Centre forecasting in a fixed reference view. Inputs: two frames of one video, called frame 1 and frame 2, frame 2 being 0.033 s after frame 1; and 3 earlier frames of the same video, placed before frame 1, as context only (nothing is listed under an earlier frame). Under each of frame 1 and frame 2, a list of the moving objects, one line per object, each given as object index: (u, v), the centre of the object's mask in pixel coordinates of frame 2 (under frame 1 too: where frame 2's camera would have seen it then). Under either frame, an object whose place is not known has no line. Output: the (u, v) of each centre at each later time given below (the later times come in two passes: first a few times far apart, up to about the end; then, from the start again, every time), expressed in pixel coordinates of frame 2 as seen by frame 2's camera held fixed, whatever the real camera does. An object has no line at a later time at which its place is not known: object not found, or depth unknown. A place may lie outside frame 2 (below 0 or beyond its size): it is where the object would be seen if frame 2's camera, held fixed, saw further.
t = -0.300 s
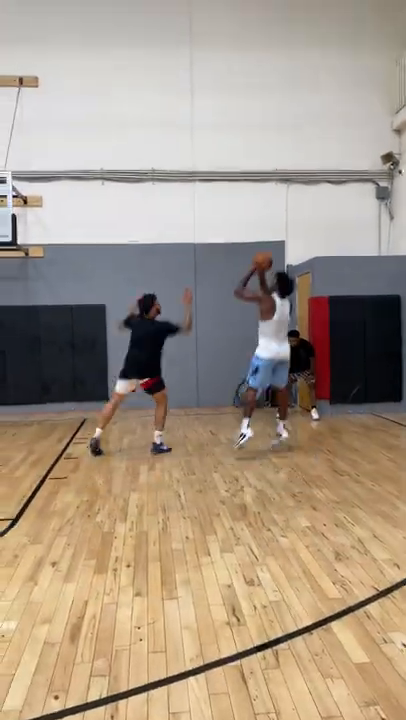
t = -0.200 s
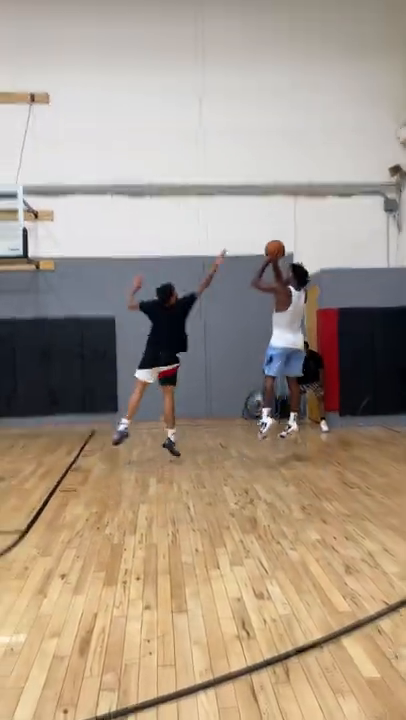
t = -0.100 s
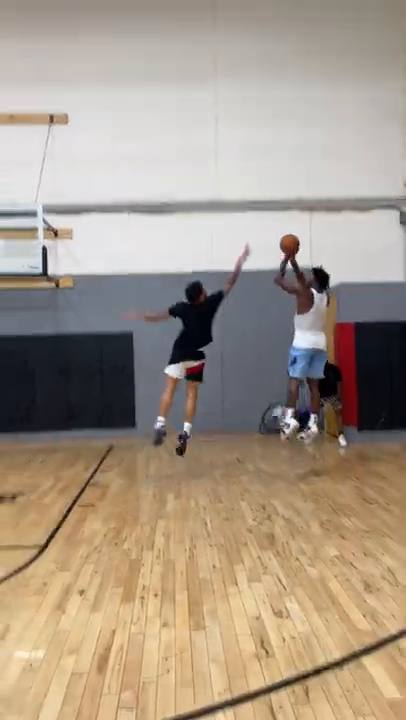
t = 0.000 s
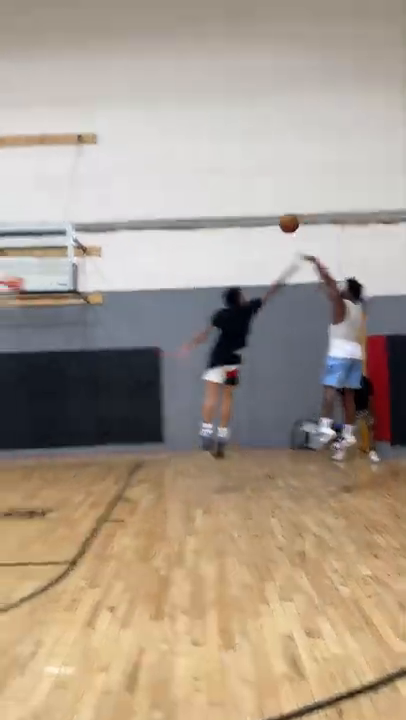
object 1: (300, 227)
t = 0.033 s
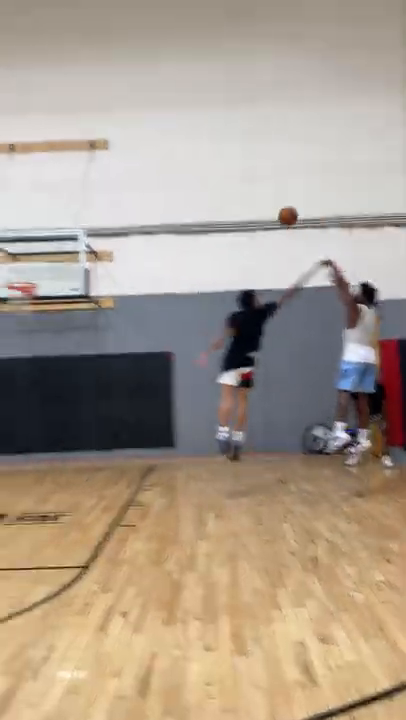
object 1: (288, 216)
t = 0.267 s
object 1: (207, 168)
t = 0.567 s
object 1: (122, 170)
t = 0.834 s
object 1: (62, 218)
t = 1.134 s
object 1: (14, 289)
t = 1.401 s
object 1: (40, 356)
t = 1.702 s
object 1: (66, 467)
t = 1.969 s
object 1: (91, 389)
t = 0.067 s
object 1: (275, 206)
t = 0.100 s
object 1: (262, 197)
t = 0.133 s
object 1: (251, 190)
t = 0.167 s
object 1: (240, 183)
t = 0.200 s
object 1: (228, 177)
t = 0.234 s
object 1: (218, 172)
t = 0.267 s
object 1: (207, 168)
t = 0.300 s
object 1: (196, 165)
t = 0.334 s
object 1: (186, 163)
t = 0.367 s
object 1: (176, 162)
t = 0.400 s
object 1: (167, 162)
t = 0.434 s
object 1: (157, 162)
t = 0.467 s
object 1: (148, 163)
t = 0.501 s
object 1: (140, 164)
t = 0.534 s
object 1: (131, 167)
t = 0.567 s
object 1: (122, 170)
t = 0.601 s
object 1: (115, 174)
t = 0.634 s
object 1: (107, 179)
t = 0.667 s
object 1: (99, 184)
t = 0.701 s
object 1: (91, 189)
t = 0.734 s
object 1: (83, 195)
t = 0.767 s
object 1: (76, 203)
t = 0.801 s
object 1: (69, 210)
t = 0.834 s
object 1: (62, 218)
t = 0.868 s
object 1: (54, 227)
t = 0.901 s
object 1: (47, 236)
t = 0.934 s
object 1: (42, 244)
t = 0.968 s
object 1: (37, 250)
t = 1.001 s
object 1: (31, 257)
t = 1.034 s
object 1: (26, 265)
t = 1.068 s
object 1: (21, 273)
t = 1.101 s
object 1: (15, 283)
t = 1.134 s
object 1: (14, 289)
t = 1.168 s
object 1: (17, 298)
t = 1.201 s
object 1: (21, 304)
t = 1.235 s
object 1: (25, 314)
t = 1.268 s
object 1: (28, 320)
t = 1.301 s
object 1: (31, 327)
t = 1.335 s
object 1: (34, 336)
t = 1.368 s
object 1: (37, 345)
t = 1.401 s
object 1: (40, 356)
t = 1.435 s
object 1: (43, 366)
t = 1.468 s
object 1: (46, 377)
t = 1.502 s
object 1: (49, 389)
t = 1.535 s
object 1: (51, 402)
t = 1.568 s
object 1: (54, 415)
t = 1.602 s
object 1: (57, 428)
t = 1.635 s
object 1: (60, 443)
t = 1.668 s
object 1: (64, 457)
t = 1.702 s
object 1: (66, 467)
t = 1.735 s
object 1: (69, 454)
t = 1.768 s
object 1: (72, 442)
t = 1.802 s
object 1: (76, 432)
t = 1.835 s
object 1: (79, 422)
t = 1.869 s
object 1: (82, 413)
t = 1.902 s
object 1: (85, 404)
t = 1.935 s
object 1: (88, 396)
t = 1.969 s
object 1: (91, 389)
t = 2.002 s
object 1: (94, 382)
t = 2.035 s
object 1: (97, 376)
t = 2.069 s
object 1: (100, 371)
